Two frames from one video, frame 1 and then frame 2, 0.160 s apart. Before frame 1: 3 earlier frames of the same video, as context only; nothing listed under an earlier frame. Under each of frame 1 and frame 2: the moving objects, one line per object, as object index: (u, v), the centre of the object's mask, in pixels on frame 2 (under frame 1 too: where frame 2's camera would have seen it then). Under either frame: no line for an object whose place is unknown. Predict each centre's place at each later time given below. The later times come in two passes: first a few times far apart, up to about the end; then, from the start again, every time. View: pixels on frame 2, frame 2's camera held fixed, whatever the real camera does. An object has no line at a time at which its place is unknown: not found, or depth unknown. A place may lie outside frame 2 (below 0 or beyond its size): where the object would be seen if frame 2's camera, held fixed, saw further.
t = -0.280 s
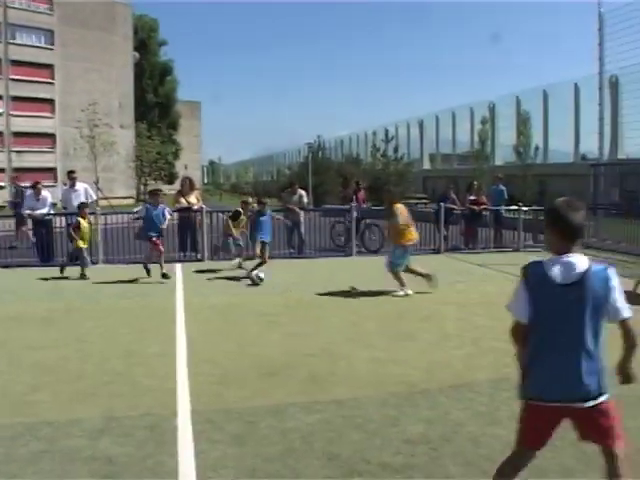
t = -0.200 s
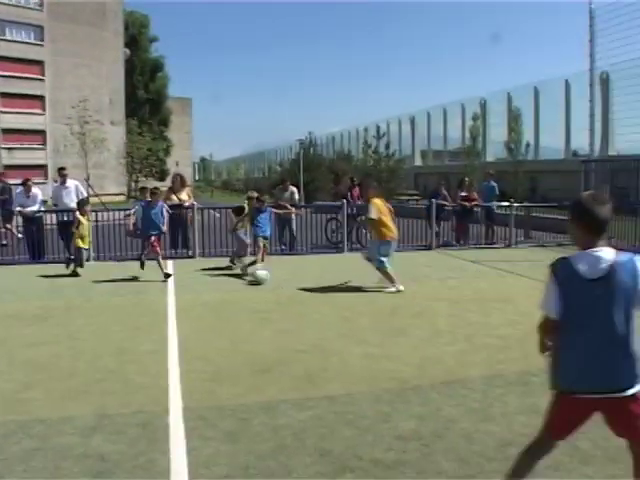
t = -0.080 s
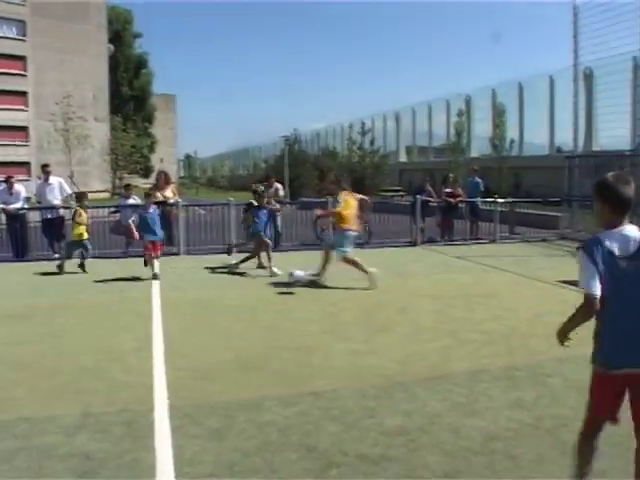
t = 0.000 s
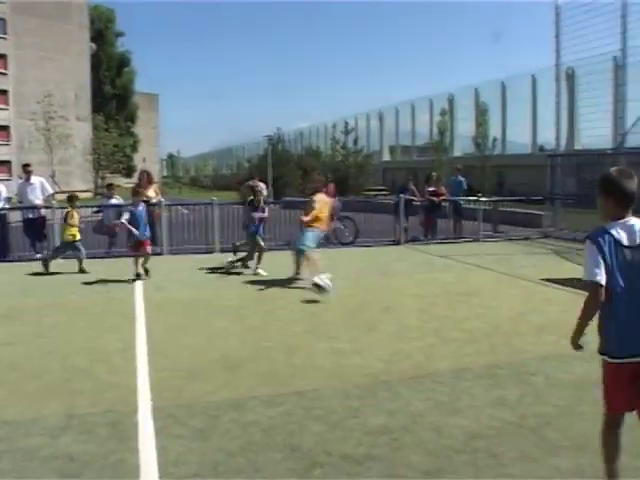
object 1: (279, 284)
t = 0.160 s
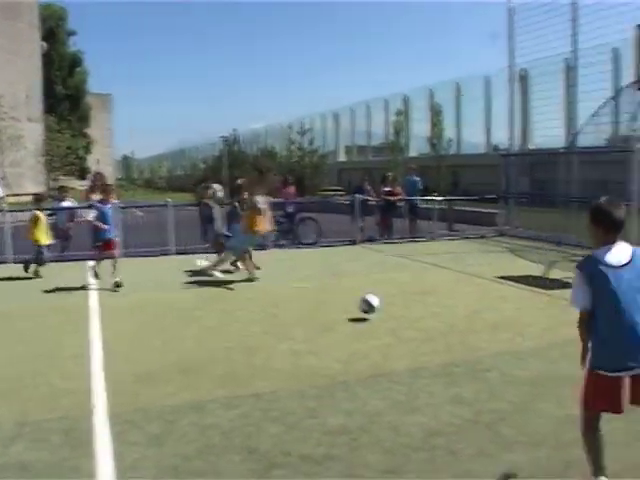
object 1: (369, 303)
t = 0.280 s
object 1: (443, 317)
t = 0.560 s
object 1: (630, 350)
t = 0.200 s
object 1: (391, 307)
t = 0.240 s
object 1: (416, 312)
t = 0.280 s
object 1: (443, 317)
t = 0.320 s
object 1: (470, 326)
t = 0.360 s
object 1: (495, 327)
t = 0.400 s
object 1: (520, 328)
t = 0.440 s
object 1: (546, 330)
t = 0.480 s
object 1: (574, 335)
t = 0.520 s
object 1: (601, 342)
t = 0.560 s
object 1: (630, 350)
